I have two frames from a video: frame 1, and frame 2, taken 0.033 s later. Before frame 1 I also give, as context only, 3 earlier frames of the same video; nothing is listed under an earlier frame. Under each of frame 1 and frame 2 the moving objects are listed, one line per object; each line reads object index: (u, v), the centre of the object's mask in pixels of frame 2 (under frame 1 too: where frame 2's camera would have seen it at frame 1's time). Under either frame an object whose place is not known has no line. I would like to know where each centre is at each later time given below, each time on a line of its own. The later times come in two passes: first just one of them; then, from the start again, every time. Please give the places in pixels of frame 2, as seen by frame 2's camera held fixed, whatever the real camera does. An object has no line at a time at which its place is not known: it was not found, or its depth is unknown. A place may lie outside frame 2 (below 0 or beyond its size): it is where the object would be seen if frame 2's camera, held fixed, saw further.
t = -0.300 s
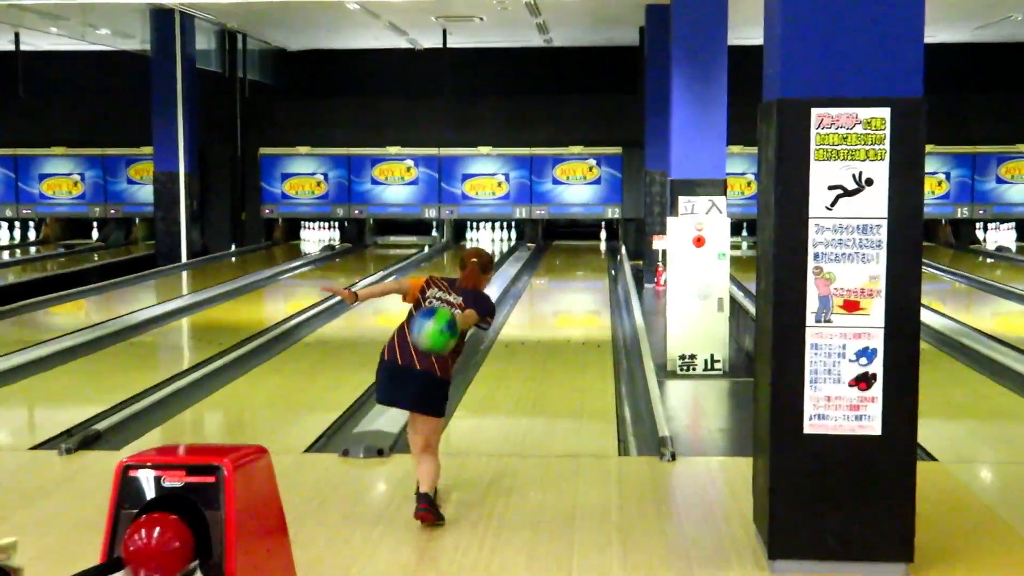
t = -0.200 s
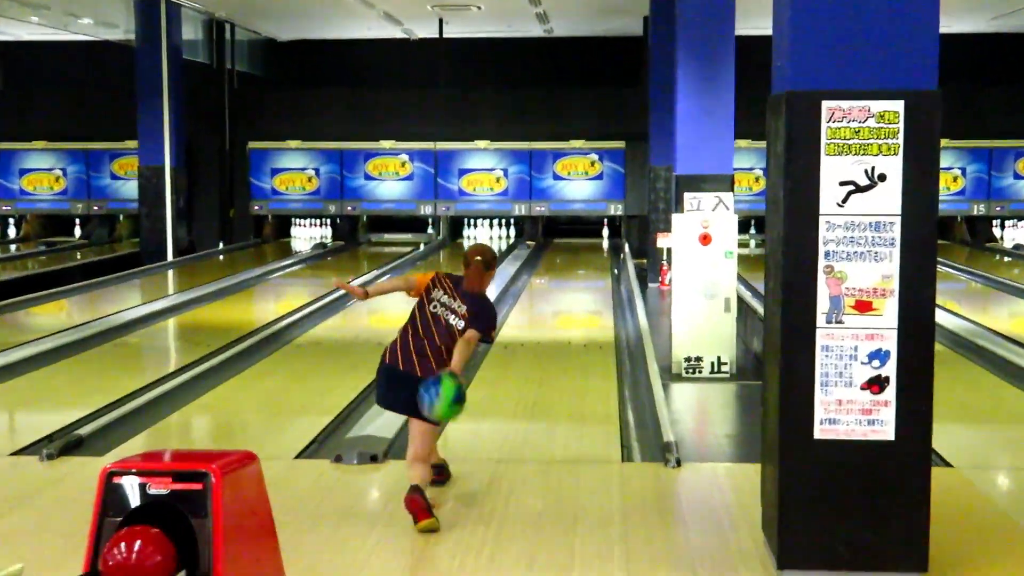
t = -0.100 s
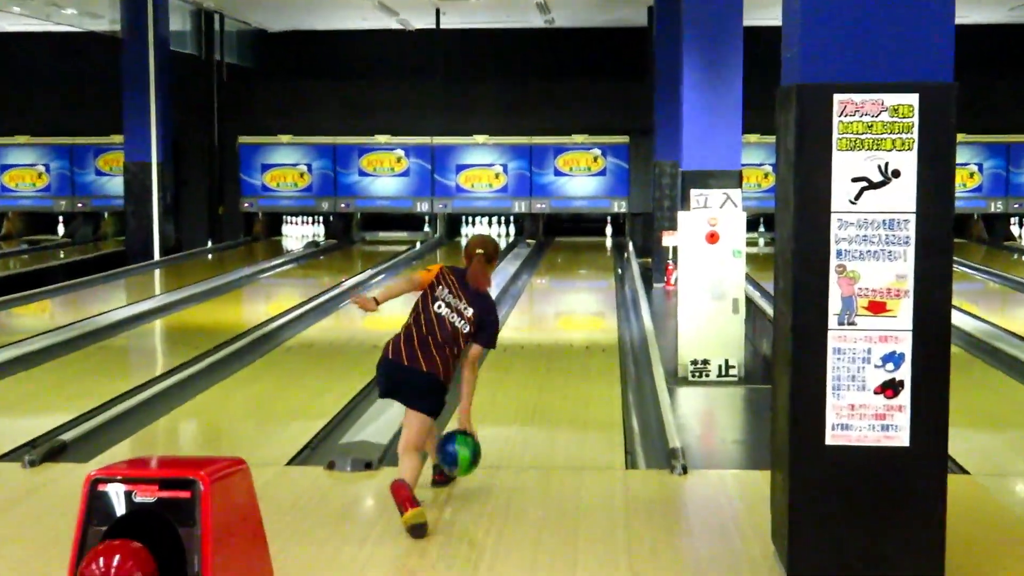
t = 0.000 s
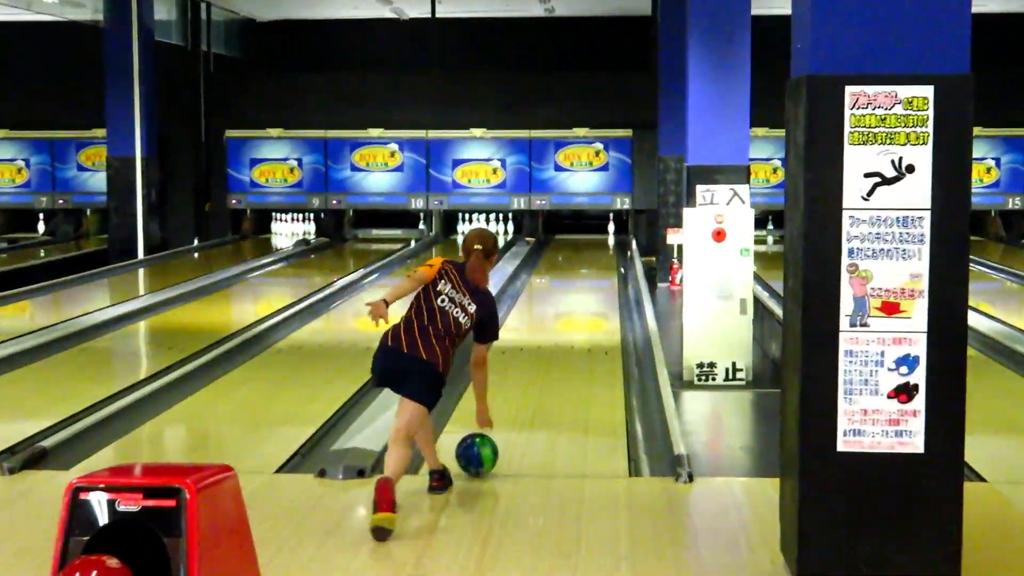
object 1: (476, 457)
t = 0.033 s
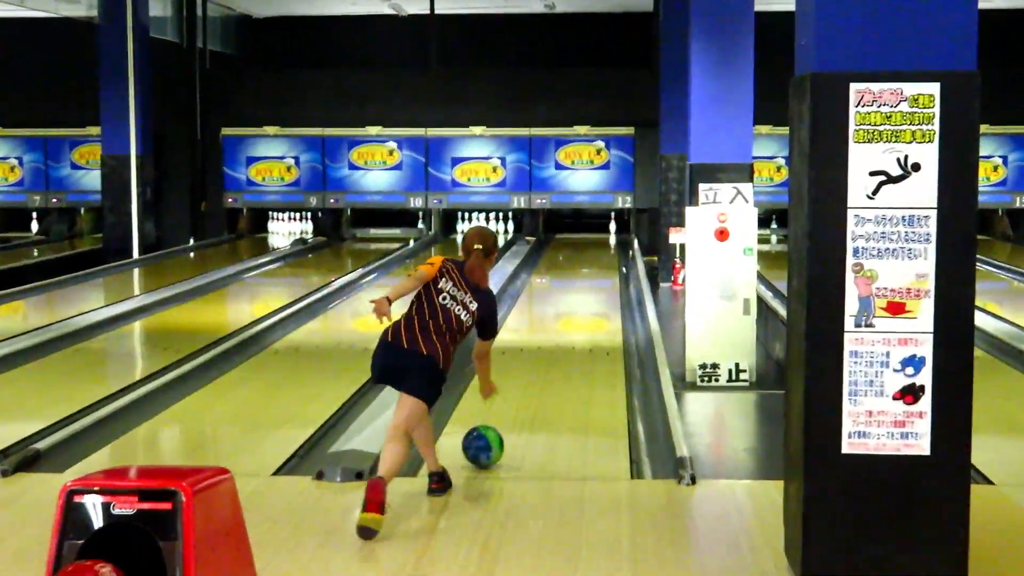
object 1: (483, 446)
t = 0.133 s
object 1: (500, 419)
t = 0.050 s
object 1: (486, 441)
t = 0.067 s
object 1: (489, 436)
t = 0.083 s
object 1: (492, 432)
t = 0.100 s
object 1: (495, 427)
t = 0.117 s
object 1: (497, 423)
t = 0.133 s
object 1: (500, 419)
